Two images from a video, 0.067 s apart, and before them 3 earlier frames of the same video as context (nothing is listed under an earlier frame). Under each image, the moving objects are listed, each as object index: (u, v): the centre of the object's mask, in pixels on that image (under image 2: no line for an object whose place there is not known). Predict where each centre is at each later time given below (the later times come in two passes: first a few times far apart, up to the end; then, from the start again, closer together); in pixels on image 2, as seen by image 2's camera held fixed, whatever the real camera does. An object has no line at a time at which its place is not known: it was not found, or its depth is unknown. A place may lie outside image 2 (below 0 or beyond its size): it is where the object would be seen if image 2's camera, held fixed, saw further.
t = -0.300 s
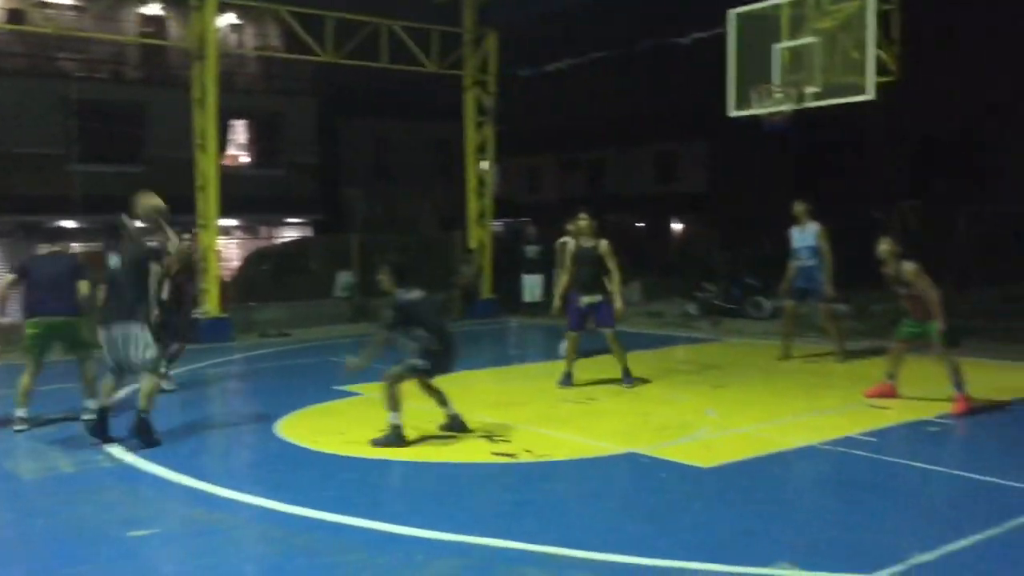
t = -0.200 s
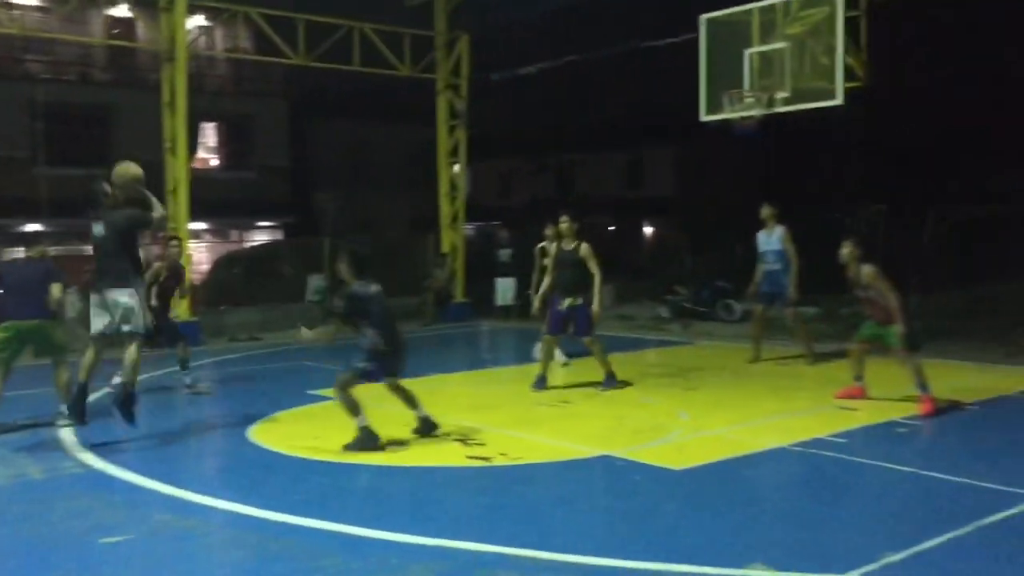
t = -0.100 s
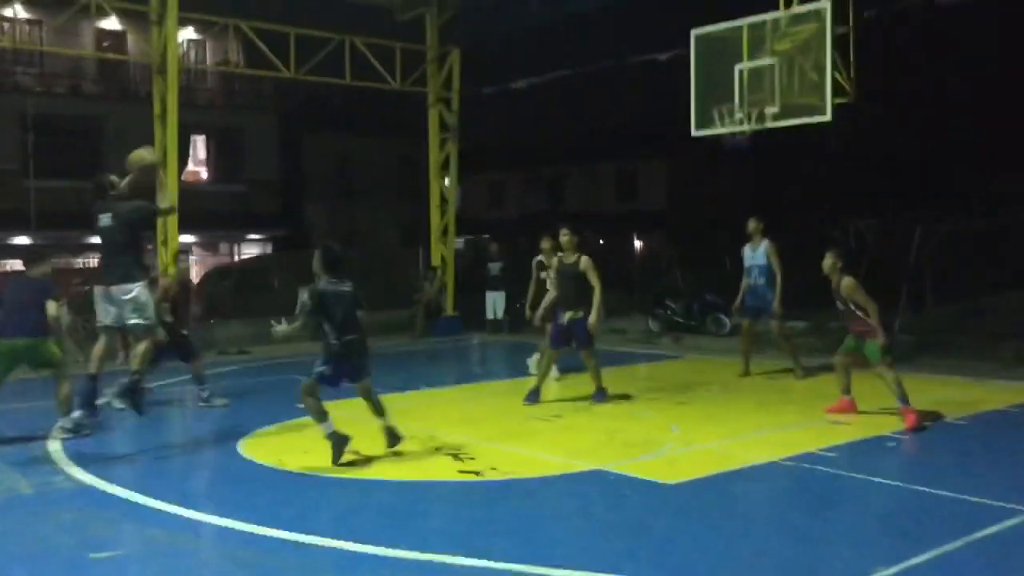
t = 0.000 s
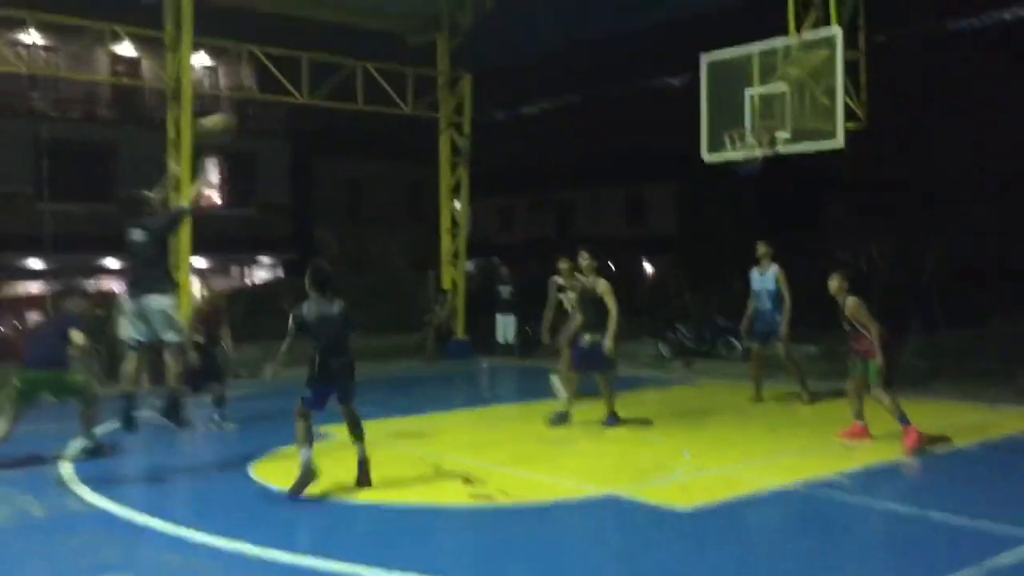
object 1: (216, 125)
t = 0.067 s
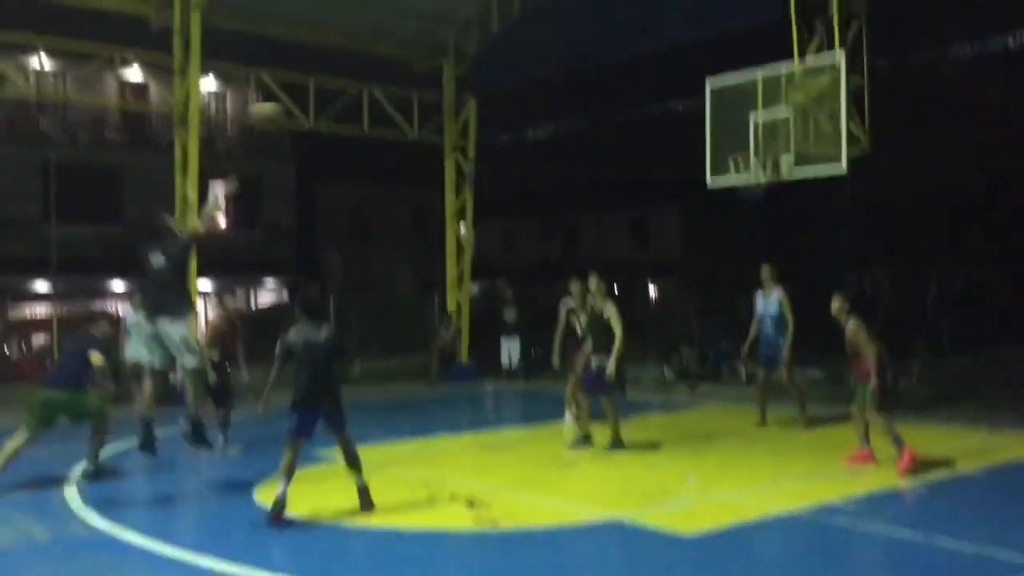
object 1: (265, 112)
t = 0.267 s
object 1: (385, 42)
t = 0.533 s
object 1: (520, 18)
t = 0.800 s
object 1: (638, 63)
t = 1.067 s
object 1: (730, 147)
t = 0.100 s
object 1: (287, 96)
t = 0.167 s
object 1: (327, 72)
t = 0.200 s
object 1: (347, 63)
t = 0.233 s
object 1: (366, 52)
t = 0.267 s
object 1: (385, 42)
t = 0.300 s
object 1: (402, 33)
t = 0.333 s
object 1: (420, 26)
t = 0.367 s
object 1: (438, 22)
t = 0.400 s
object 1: (455, 20)
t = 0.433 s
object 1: (471, 15)
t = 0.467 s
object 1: (487, 14)
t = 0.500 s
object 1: (504, 16)
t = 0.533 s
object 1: (520, 18)
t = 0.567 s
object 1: (536, 20)
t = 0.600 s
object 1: (551, 23)
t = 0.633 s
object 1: (566, 27)
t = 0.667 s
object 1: (582, 32)
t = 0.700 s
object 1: (595, 37)
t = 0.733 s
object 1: (610, 45)
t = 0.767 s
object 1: (624, 53)
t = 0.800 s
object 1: (638, 63)
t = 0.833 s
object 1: (651, 71)
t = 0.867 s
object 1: (663, 82)
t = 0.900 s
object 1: (676, 93)
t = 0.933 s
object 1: (689, 106)
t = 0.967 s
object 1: (700, 119)
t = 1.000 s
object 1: (712, 132)
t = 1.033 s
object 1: (723, 145)
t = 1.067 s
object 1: (730, 147)
